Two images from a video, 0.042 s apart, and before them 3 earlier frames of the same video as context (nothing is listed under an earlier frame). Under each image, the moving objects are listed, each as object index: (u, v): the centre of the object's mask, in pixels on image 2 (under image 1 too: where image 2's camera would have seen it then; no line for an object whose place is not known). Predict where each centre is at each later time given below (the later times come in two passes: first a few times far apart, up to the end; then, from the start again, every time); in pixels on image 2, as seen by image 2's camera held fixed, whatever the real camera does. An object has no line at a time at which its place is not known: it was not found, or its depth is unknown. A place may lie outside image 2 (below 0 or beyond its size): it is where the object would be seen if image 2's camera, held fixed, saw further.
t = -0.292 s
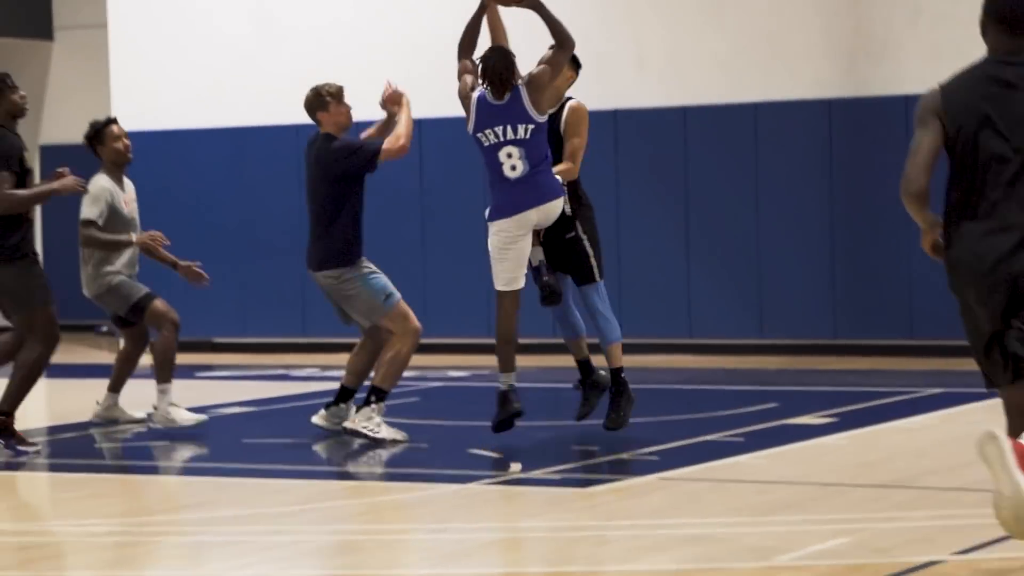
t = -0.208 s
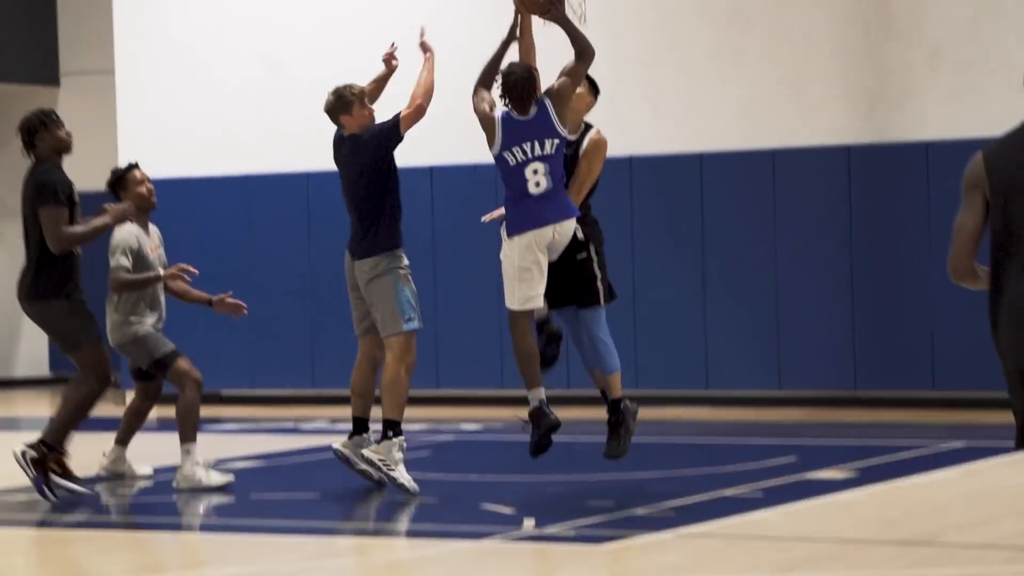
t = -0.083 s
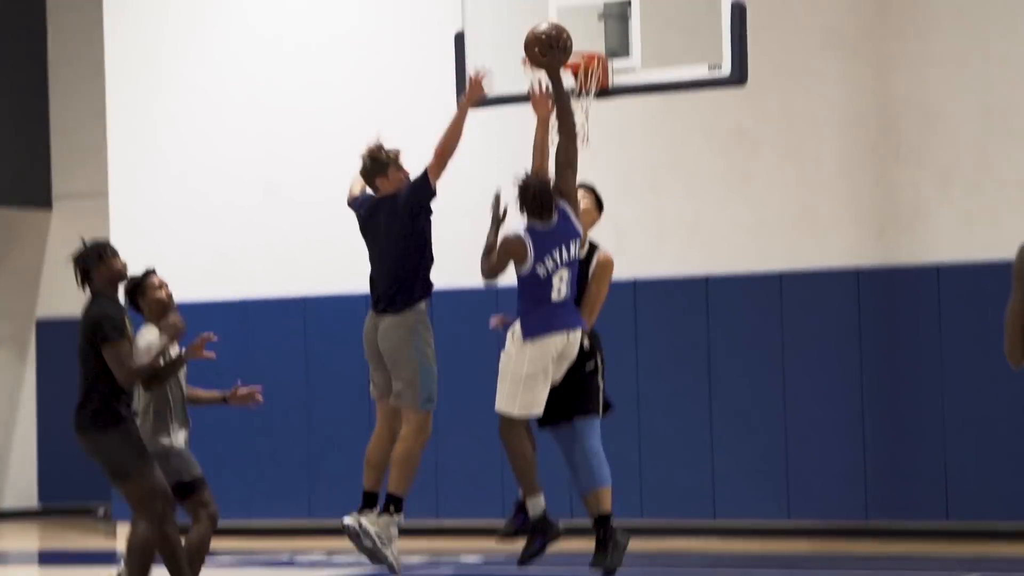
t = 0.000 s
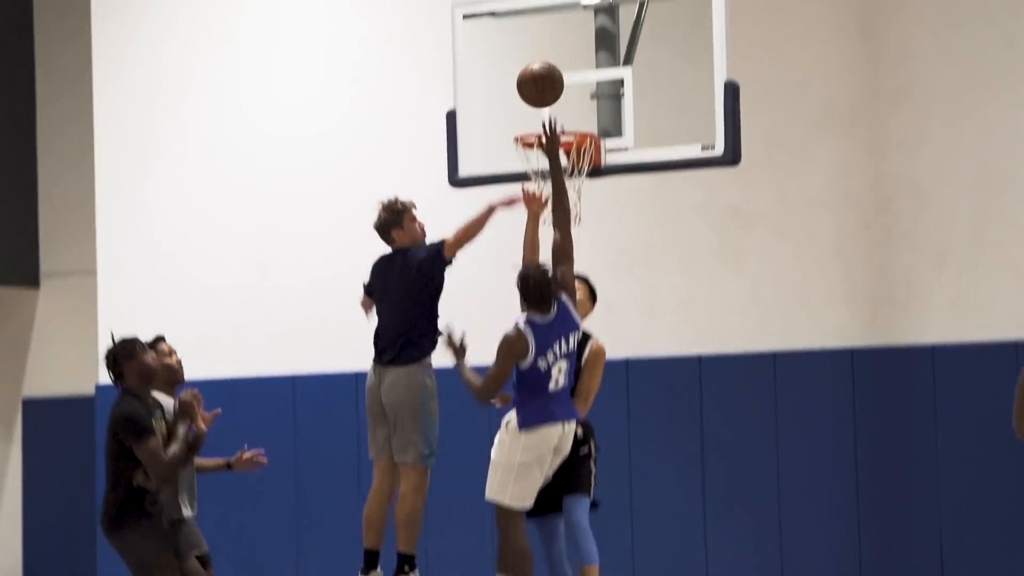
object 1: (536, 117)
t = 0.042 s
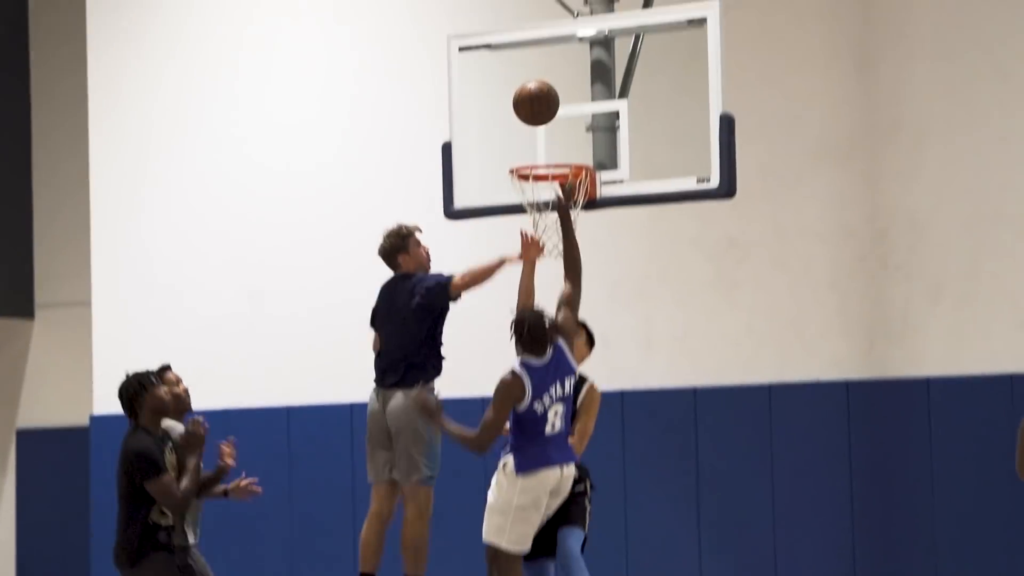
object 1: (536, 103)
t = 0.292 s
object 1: (538, 93)
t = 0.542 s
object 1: (538, 144)
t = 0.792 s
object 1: (465, 123)
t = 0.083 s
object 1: (536, 93)
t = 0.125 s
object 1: (536, 87)
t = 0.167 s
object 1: (537, 84)
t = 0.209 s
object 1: (537, 84)
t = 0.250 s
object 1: (537, 88)
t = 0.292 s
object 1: (538, 93)
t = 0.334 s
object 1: (538, 102)
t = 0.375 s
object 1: (539, 114)
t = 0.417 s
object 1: (540, 128)
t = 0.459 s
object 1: (541, 145)
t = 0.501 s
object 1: (542, 151)
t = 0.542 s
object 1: (538, 144)
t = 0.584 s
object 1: (525, 133)
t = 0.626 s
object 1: (513, 126)
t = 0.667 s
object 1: (501, 121)
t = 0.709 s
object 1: (489, 119)
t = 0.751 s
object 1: (477, 119)
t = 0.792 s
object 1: (465, 123)
